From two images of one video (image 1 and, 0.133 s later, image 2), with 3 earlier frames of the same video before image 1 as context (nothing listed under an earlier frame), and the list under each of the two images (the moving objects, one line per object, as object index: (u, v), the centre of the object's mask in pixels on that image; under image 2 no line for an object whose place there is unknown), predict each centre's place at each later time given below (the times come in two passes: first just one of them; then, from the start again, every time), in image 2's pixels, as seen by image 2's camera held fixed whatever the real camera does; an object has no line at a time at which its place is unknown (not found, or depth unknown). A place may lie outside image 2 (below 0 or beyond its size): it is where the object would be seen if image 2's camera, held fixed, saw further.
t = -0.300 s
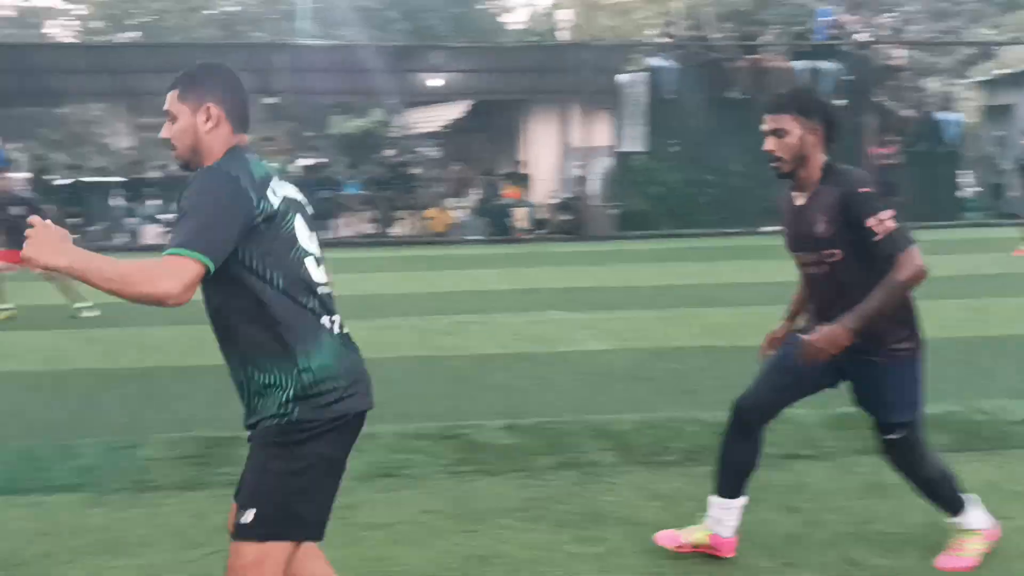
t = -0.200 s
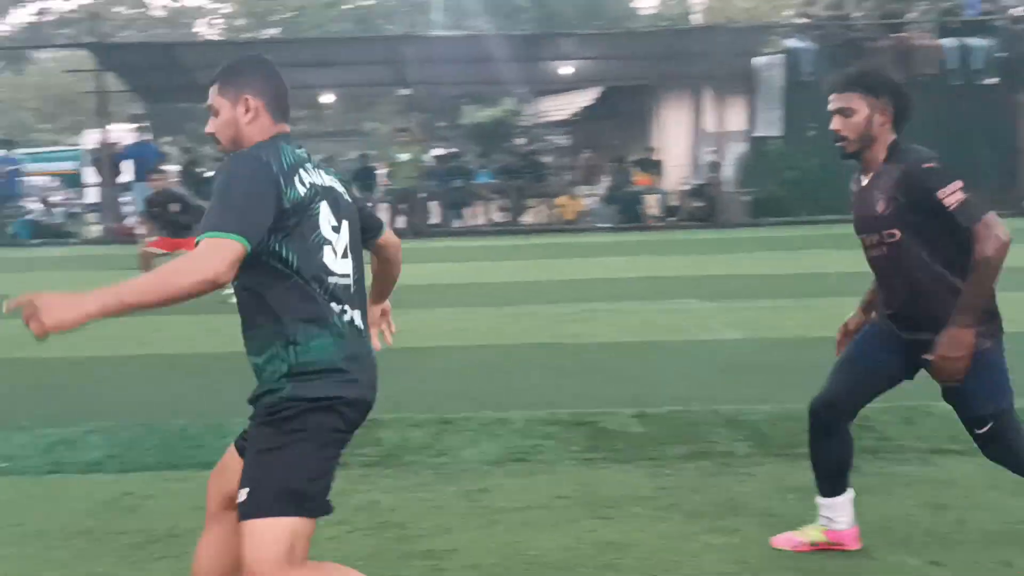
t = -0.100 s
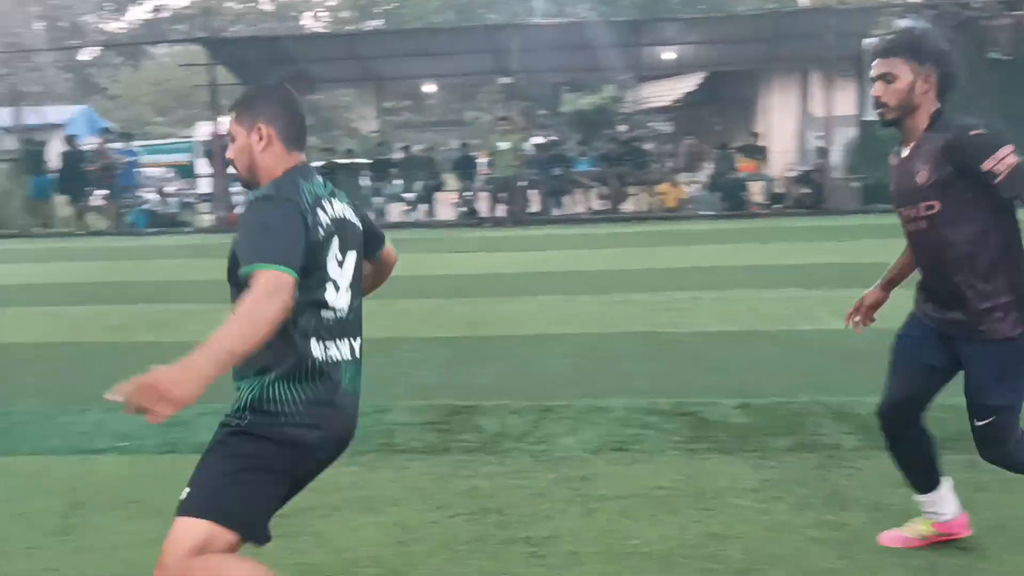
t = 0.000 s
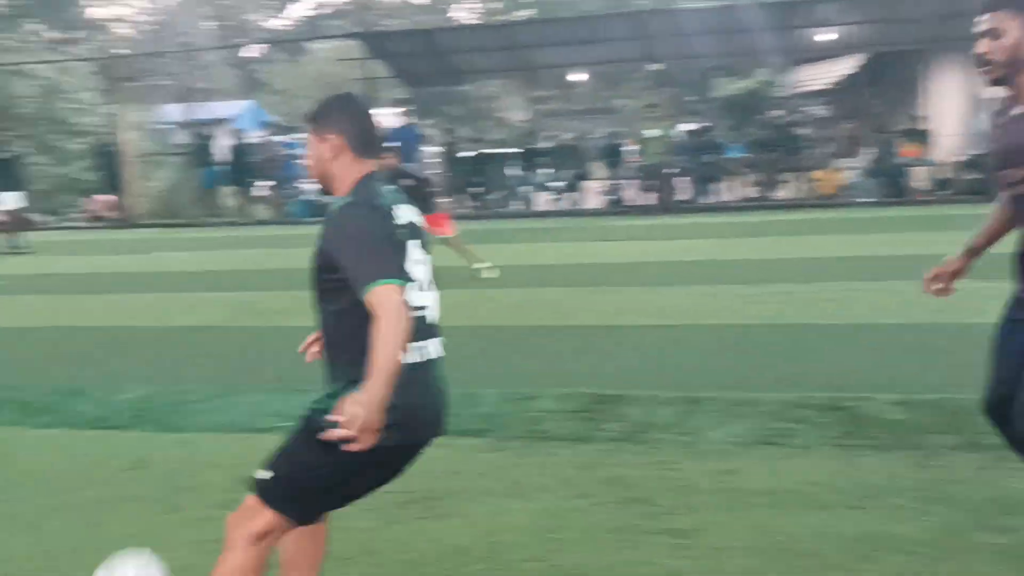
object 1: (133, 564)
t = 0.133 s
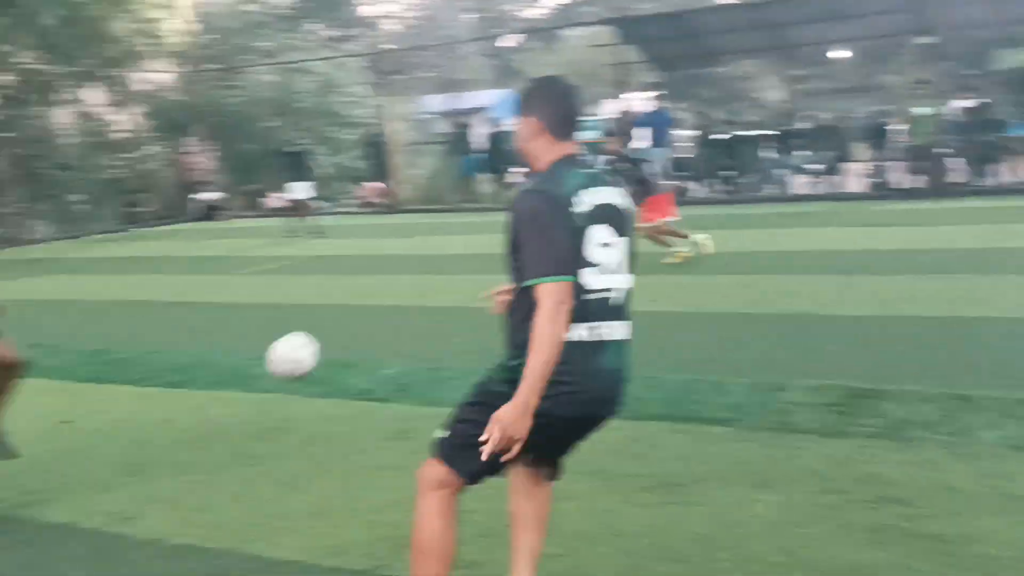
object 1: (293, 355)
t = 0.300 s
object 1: (252, 278)
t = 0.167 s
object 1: (280, 330)
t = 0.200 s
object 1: (271, 312)
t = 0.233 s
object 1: (264, 298)
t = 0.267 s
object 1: (256, 287)
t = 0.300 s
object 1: (252, 278)
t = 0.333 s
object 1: (248, 272)
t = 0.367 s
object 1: (244, 267)
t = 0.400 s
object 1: (241, 265)
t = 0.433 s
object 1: (239, 263)
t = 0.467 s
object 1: (238, 263)
